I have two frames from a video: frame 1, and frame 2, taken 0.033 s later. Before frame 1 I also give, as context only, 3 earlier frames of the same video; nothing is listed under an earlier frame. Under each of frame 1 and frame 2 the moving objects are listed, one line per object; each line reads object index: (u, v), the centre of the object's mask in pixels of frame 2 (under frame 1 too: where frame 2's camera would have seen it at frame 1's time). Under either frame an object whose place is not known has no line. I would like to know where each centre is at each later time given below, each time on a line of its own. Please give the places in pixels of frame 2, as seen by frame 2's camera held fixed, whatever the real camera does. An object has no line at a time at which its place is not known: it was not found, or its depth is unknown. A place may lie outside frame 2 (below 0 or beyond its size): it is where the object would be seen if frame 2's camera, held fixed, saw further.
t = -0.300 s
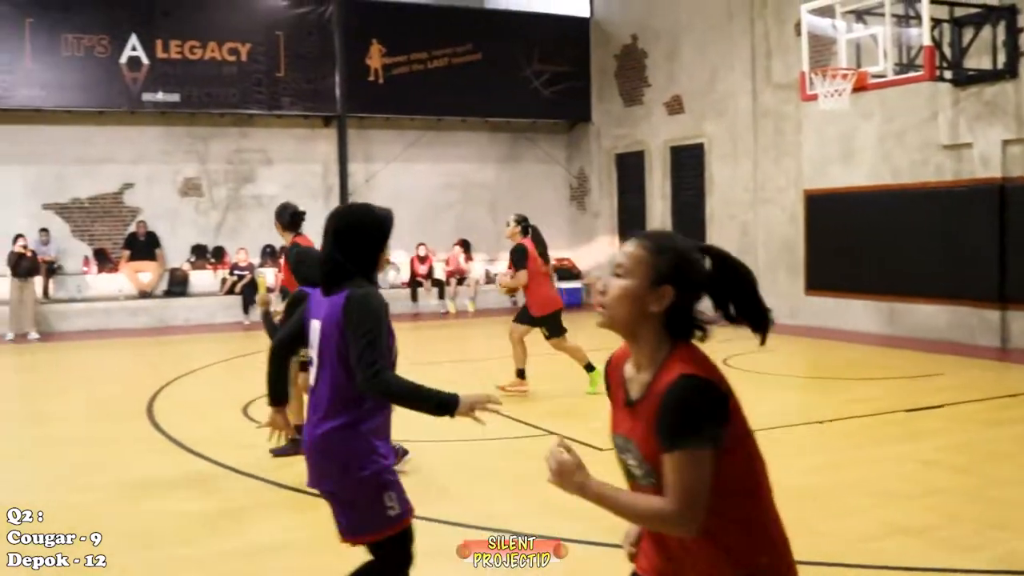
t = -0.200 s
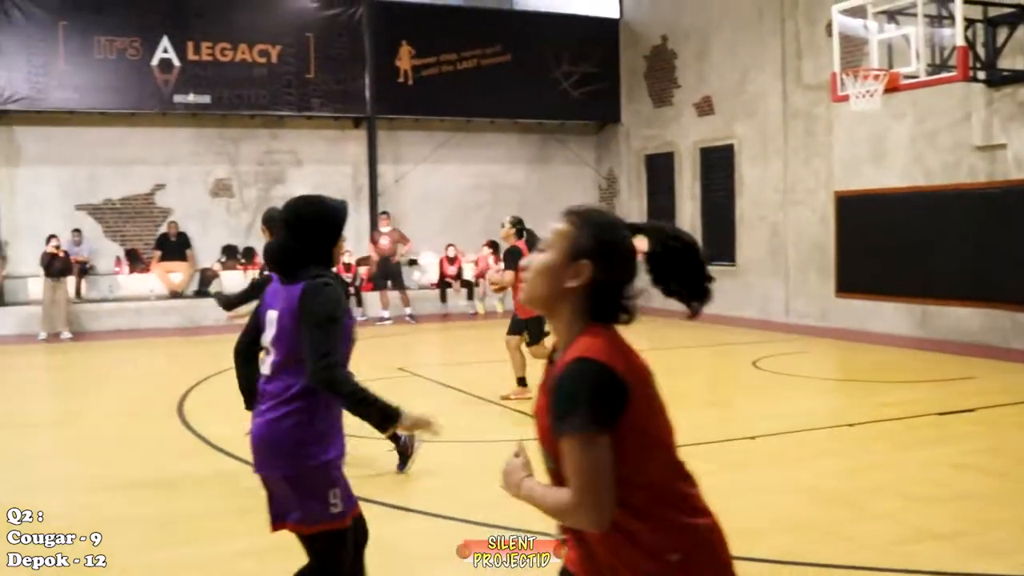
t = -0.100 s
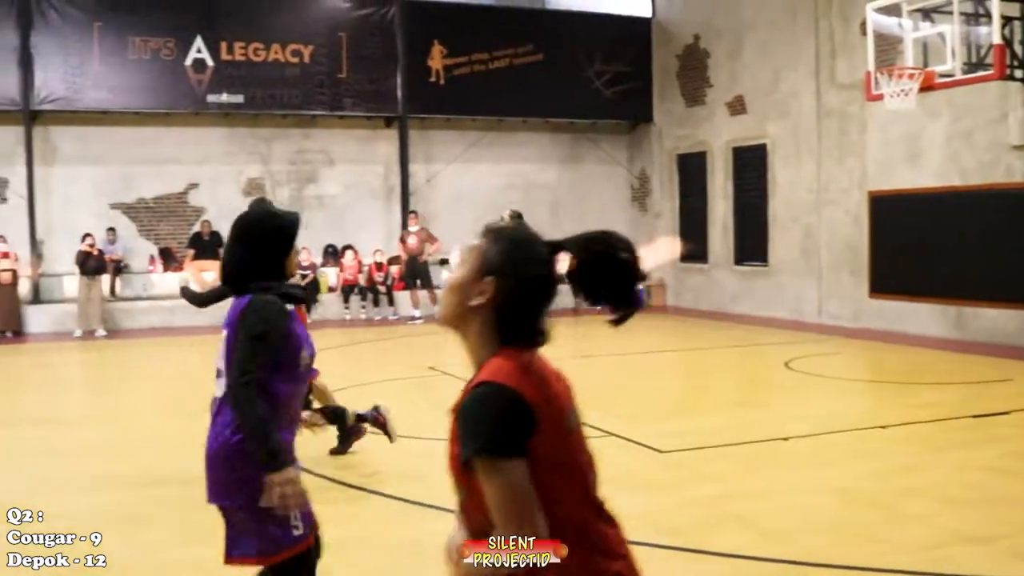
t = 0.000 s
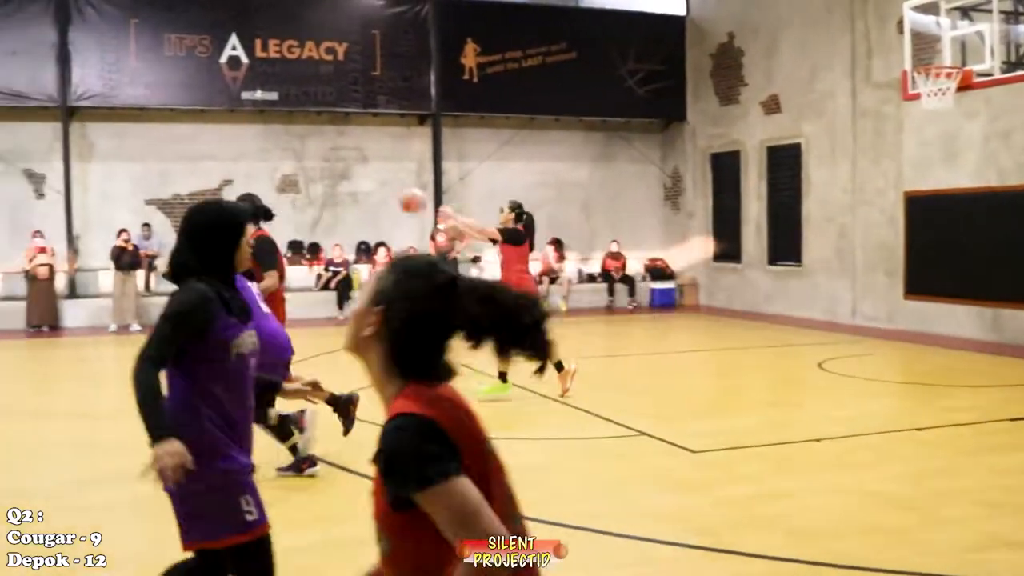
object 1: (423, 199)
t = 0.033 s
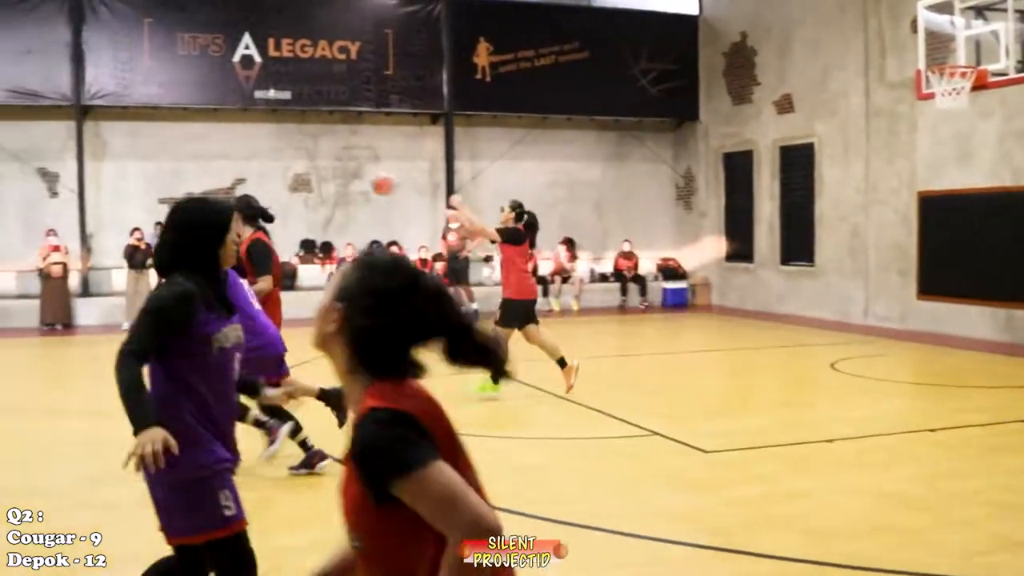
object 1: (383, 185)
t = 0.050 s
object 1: (362, 175)
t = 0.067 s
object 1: (343, 166)
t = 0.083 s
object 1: (322, 157)
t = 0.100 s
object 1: (304, 150)
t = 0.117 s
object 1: (285, 143)
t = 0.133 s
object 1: (264, 135)
